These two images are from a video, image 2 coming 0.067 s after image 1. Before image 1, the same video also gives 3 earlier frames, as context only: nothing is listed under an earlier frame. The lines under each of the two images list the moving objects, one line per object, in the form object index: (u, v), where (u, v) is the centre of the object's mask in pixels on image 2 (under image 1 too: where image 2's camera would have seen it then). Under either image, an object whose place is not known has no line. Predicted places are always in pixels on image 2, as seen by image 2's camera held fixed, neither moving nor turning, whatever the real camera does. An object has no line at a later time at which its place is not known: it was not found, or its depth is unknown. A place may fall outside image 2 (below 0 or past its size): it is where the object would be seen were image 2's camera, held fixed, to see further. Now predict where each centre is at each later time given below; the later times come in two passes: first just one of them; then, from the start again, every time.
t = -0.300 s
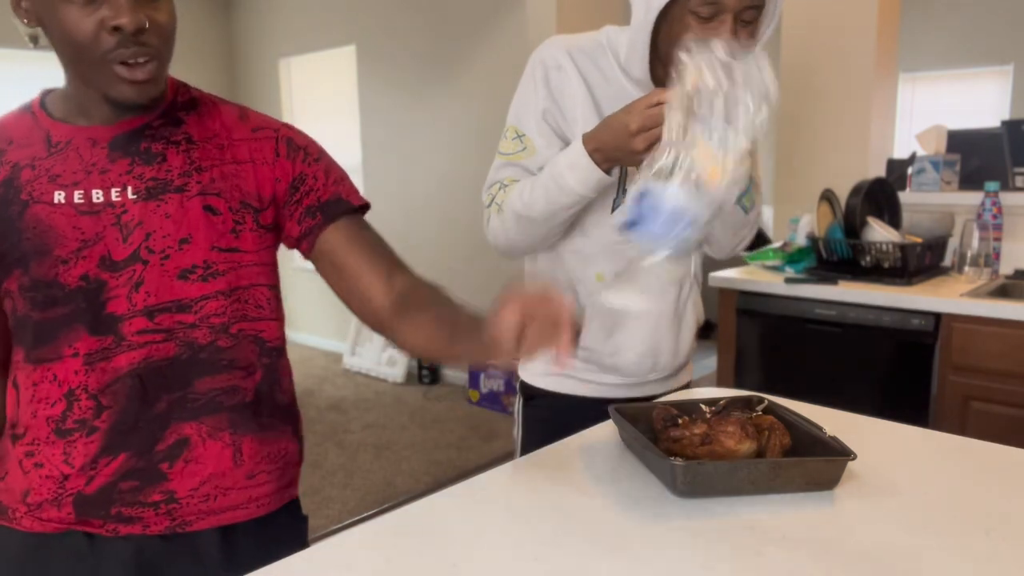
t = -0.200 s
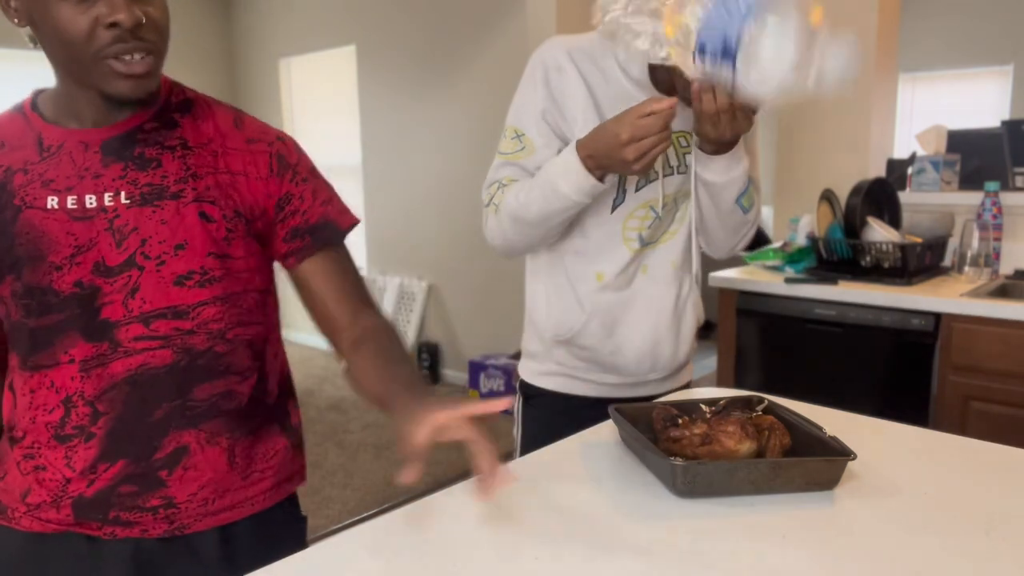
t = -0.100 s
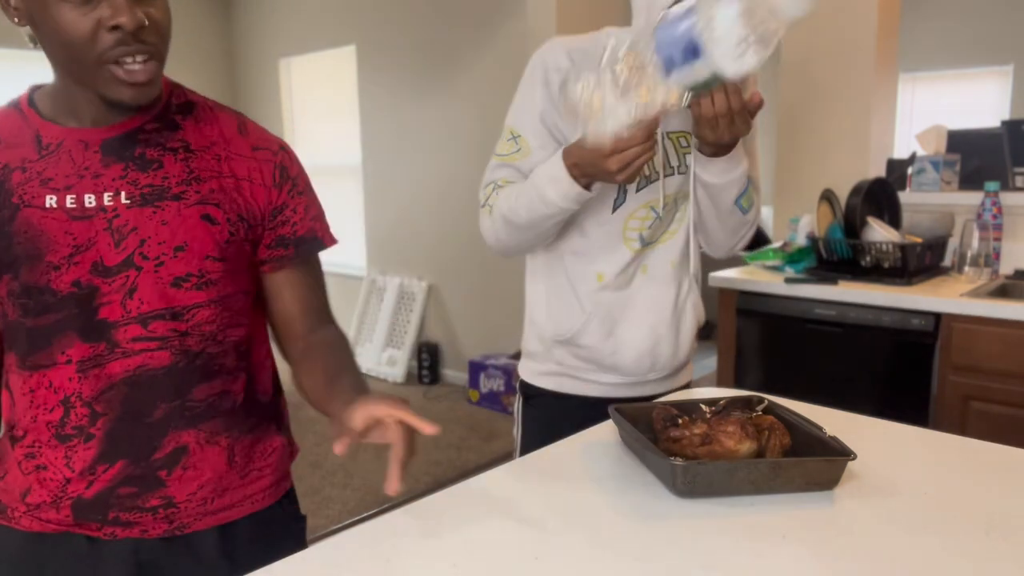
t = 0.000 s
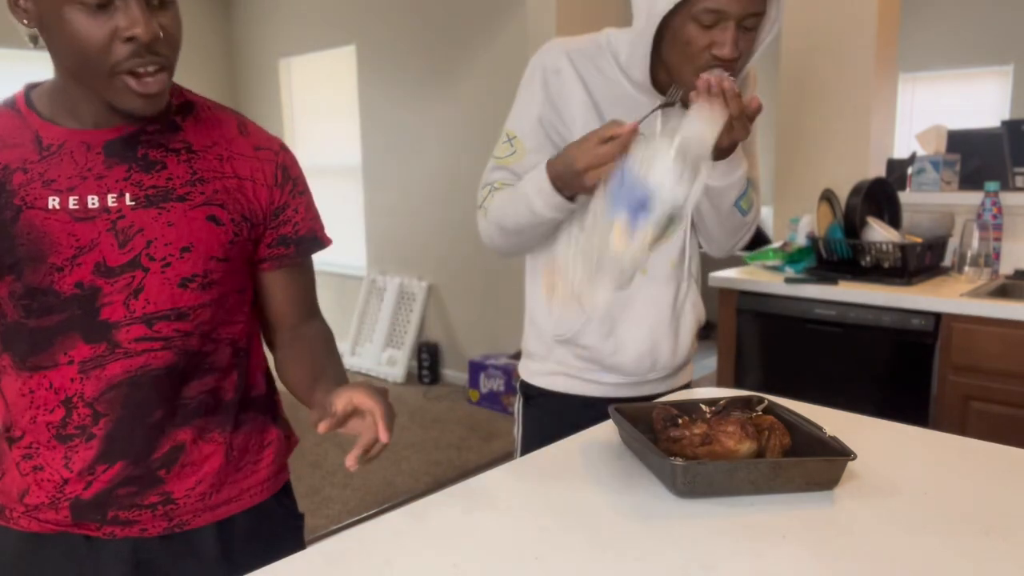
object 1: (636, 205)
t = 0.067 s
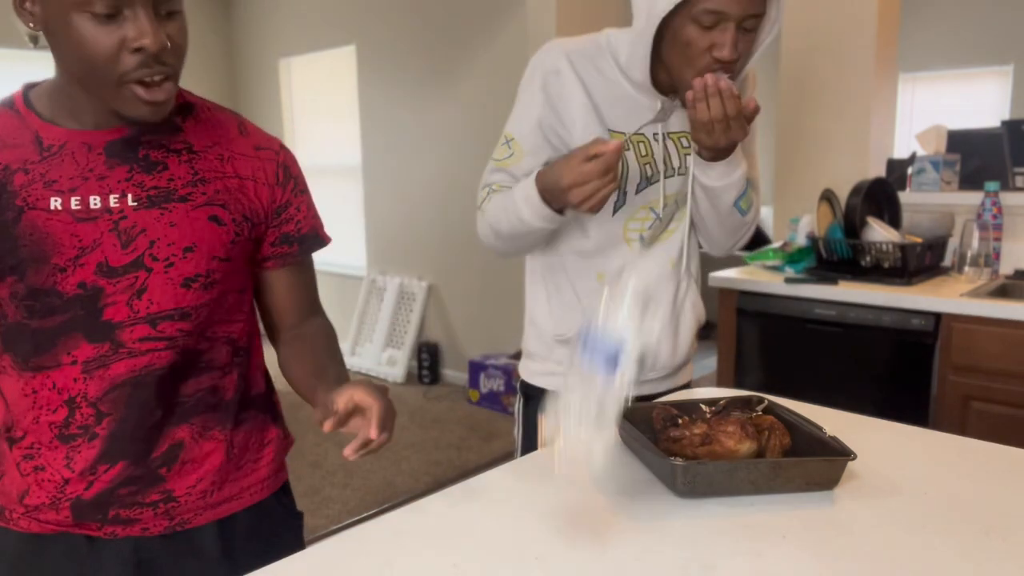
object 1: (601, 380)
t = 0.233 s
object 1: (535, 482)
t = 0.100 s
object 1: (592, 465)
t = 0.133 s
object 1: (582, 483)
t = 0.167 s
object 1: (562, 490)
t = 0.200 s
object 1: (548, 484)
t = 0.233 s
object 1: (535, 482)
